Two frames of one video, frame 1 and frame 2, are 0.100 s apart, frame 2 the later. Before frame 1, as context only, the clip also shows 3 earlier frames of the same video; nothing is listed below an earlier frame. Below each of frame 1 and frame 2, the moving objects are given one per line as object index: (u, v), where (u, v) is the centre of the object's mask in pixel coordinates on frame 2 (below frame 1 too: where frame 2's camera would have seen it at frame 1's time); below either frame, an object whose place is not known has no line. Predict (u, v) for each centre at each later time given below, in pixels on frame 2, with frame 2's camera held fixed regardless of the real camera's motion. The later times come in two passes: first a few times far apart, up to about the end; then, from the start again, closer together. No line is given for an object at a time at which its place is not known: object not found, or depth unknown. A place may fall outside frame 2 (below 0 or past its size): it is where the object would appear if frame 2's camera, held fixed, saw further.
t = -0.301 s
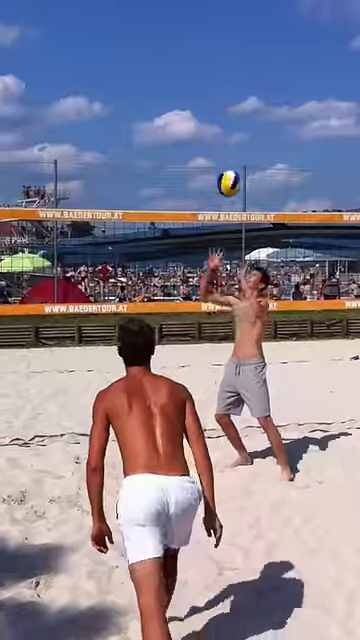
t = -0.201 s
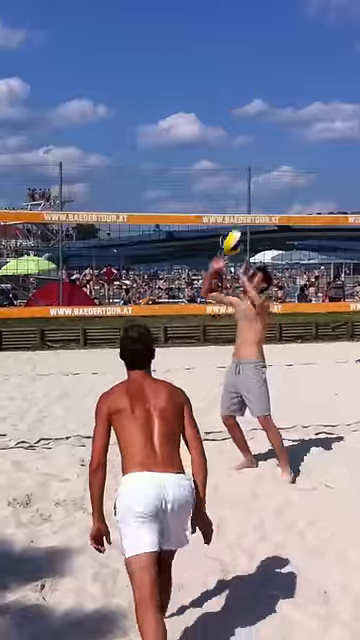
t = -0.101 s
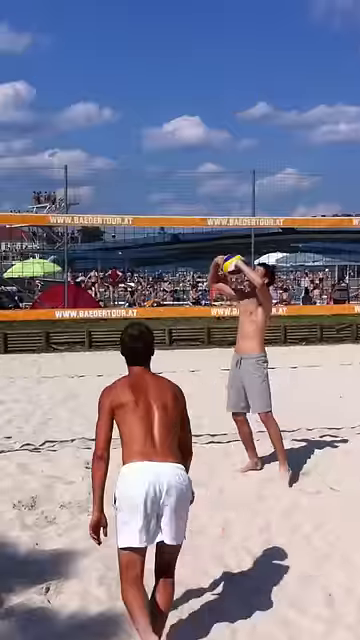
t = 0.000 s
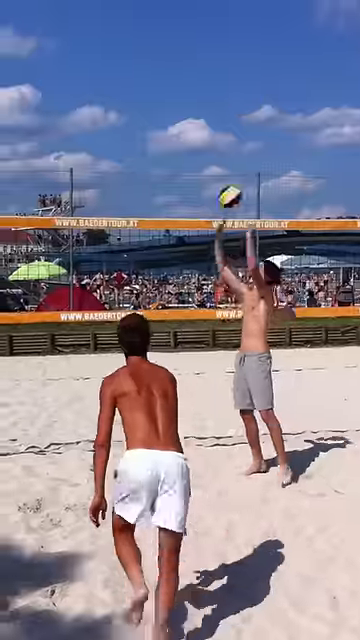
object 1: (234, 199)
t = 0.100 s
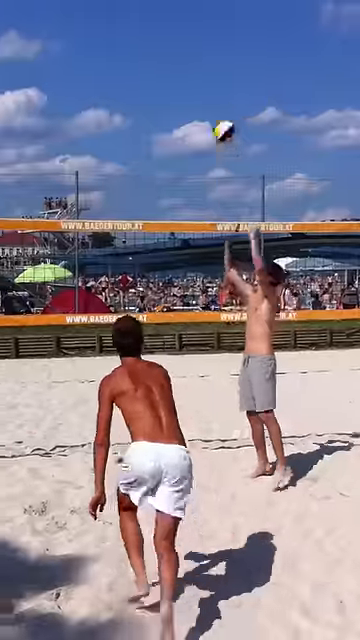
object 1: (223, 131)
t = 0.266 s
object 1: (208, 48)
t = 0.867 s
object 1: (148, 7)
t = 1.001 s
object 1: (135, 54)
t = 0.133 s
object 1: (220, 110)
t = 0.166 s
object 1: (216, 92)
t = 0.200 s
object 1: (215, 78)
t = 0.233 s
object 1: (211, 62)
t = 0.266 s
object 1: (208, 48)
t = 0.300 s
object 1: (204, 35)
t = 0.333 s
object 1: (200, 23)
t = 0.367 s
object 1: (197, 12)
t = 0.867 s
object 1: (148, 7)
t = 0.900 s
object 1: (145, 17)
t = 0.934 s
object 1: (141, 28)
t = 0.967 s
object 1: (138, 40)
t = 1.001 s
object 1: (135, 54)
